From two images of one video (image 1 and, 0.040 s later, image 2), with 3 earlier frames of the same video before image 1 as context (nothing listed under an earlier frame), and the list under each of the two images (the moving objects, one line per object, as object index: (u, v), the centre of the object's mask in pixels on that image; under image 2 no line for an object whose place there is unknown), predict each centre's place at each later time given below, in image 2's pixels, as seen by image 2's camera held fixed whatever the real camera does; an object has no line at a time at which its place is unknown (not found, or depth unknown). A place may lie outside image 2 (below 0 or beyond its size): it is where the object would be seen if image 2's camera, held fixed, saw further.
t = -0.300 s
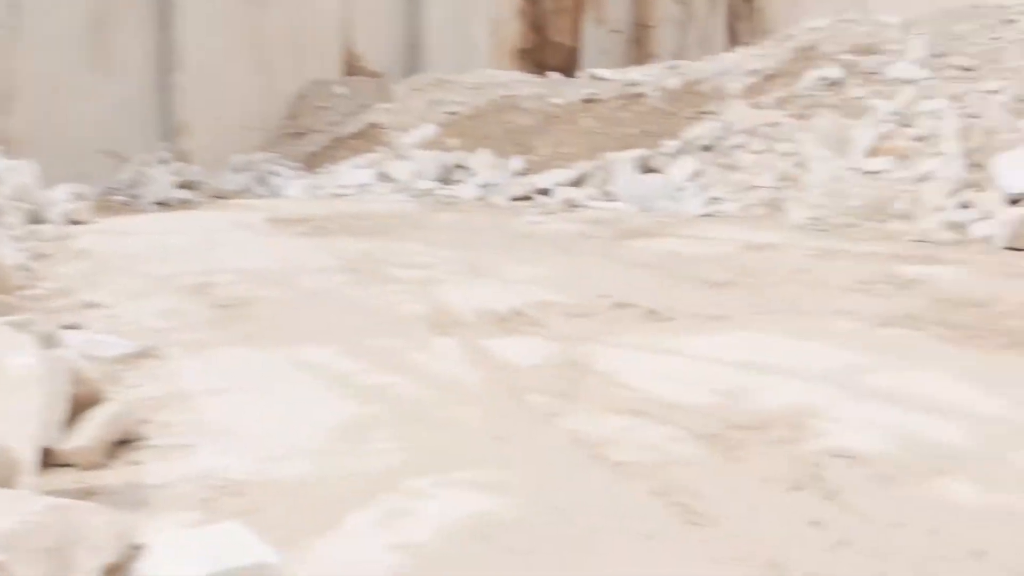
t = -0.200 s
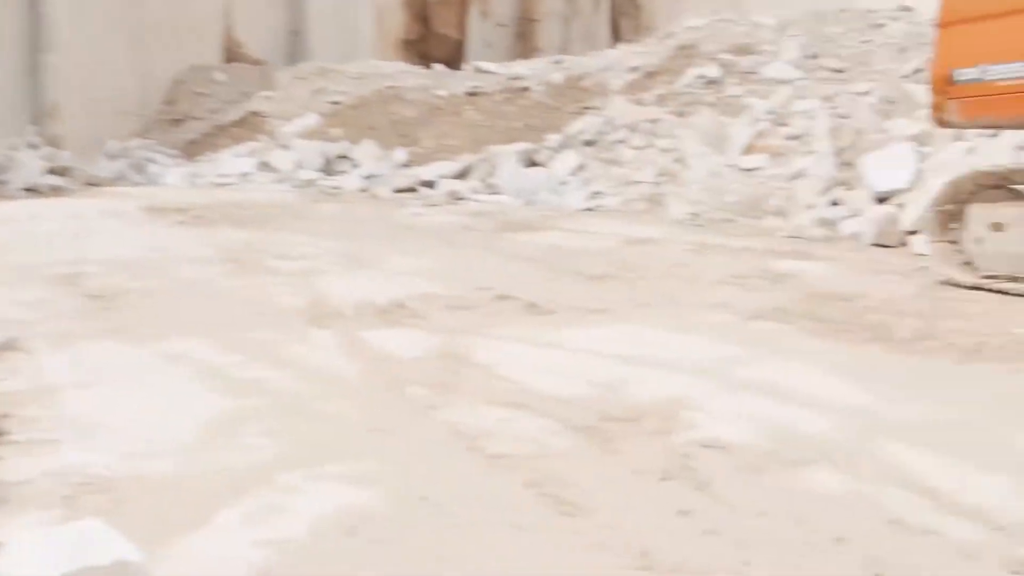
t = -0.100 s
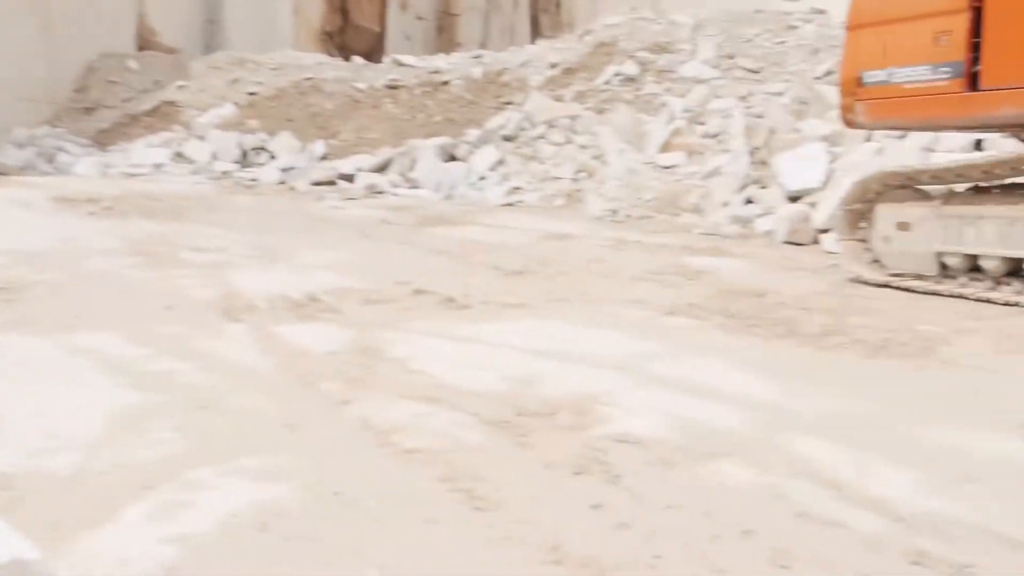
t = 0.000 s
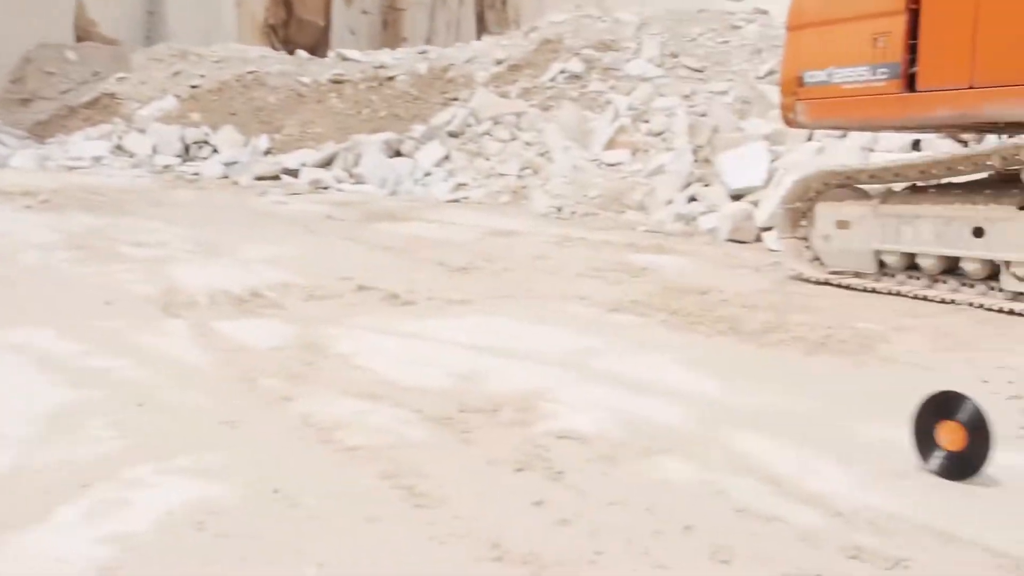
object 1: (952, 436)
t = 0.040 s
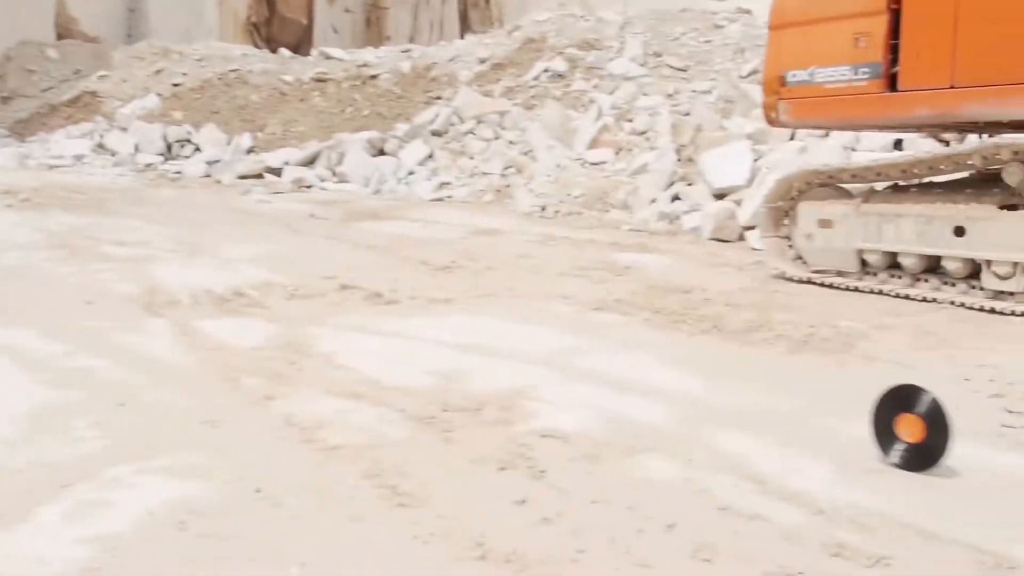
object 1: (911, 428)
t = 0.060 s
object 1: (900, 425)
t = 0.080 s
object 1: (890, 423)
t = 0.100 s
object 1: (881, 420)
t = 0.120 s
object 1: (871, 417)
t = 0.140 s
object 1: (861, 416)
